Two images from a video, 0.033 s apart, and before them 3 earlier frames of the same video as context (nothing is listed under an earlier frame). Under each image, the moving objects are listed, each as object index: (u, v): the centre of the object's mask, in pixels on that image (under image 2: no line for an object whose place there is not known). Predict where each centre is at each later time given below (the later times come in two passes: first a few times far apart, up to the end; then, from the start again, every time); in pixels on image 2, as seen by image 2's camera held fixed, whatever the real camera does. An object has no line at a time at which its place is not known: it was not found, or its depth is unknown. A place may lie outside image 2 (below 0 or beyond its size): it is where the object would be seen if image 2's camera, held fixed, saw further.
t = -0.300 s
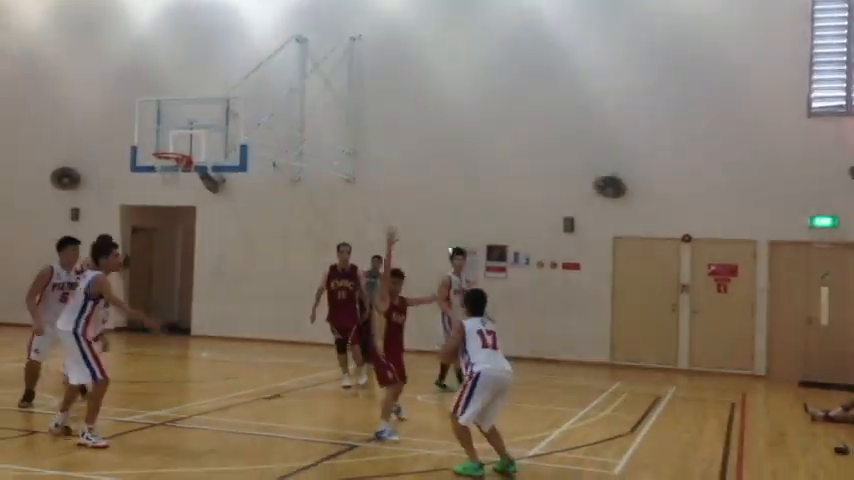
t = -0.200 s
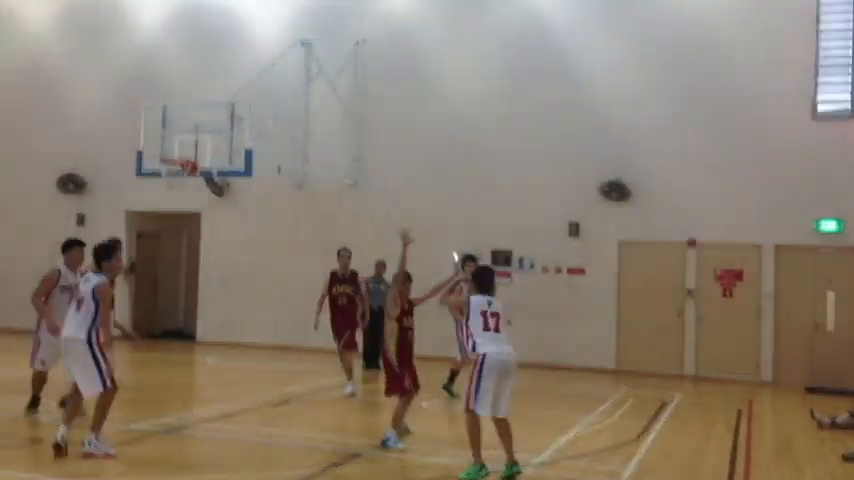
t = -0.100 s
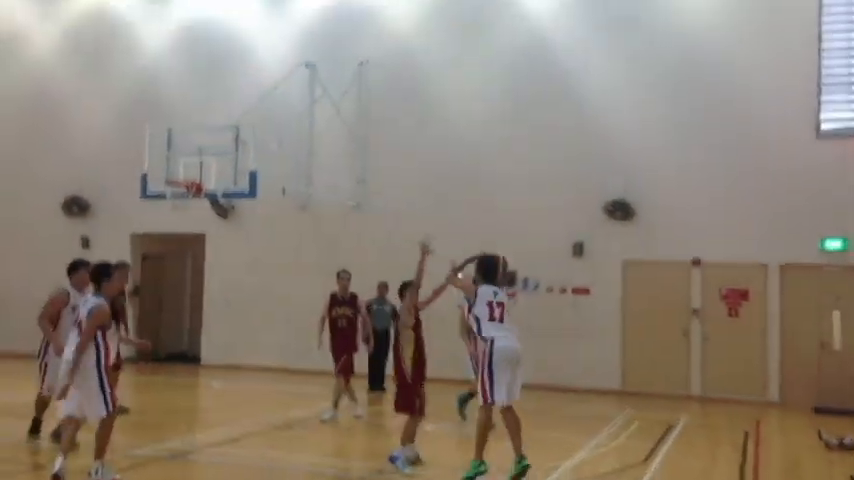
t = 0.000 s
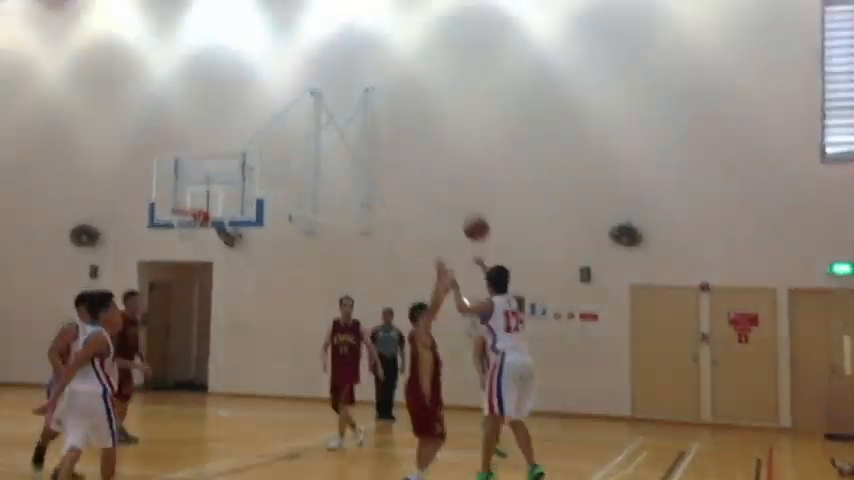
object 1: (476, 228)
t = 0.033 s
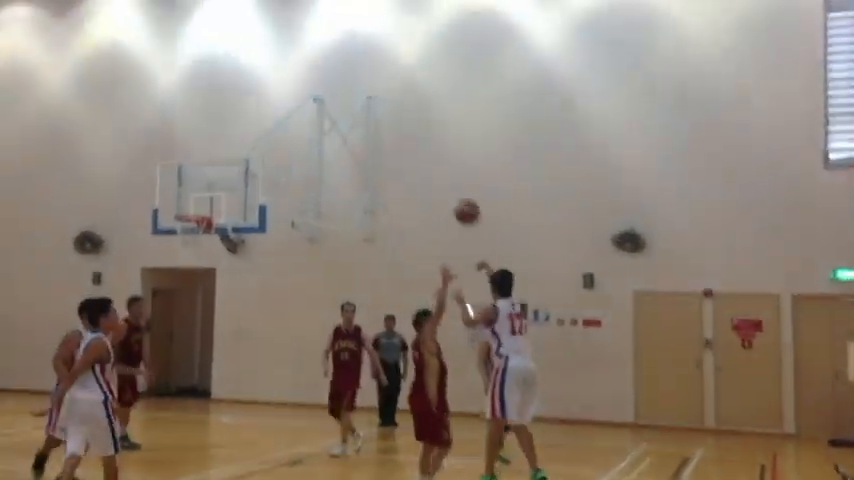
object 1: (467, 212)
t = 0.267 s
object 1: (395, 106)
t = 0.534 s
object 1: (329, 66)
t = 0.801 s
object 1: (273, 89)
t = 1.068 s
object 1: (225, 160)
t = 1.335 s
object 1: (228, 207)
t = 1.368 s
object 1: (236, 207)
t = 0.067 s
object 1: (456, 192)
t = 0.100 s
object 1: (446, 174)
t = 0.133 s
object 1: (436, 158)
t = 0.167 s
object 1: (425, 143)
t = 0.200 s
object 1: (416, 130)
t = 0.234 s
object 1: (406, 118)
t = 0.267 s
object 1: (395, 106)
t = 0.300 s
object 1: (387, 97)
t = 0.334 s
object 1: (378, 90)
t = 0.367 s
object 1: (369, 83)
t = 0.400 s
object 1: (361, 78)
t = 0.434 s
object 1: (353, 74)
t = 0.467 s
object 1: (345, 70)
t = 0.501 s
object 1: (337, 68)
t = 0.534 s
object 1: (329, 66)
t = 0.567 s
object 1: (322, 66)
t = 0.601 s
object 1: (315, 67)
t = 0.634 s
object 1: (308, 68)
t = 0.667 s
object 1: (301, 71)
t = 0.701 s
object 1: (294, 74)
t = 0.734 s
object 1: (286, 79)
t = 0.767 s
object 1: (280, 83)
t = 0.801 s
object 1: (273, 89)
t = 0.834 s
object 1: (267, 95)
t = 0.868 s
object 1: (261, 103)
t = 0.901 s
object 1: (254, 111)
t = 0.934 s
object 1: (248, 119)
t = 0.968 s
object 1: (242, 128)
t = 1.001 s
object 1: (236, 138)
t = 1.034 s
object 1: (230, 148)
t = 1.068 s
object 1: (225, 160)
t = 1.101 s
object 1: (219, 171)
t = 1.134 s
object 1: (213, 183)
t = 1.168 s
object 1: (207, 196)
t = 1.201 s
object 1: (202, 209)
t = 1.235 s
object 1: (205, 211)
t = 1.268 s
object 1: (213, 209)
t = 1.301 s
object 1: (221, 208)
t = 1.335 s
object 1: (228, 207)
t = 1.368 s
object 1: (236, 207)
